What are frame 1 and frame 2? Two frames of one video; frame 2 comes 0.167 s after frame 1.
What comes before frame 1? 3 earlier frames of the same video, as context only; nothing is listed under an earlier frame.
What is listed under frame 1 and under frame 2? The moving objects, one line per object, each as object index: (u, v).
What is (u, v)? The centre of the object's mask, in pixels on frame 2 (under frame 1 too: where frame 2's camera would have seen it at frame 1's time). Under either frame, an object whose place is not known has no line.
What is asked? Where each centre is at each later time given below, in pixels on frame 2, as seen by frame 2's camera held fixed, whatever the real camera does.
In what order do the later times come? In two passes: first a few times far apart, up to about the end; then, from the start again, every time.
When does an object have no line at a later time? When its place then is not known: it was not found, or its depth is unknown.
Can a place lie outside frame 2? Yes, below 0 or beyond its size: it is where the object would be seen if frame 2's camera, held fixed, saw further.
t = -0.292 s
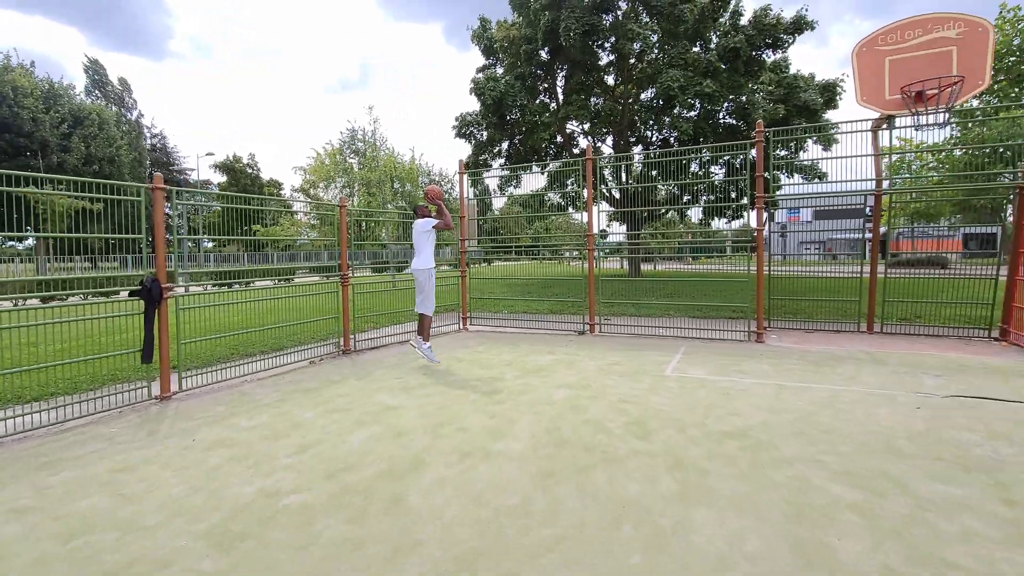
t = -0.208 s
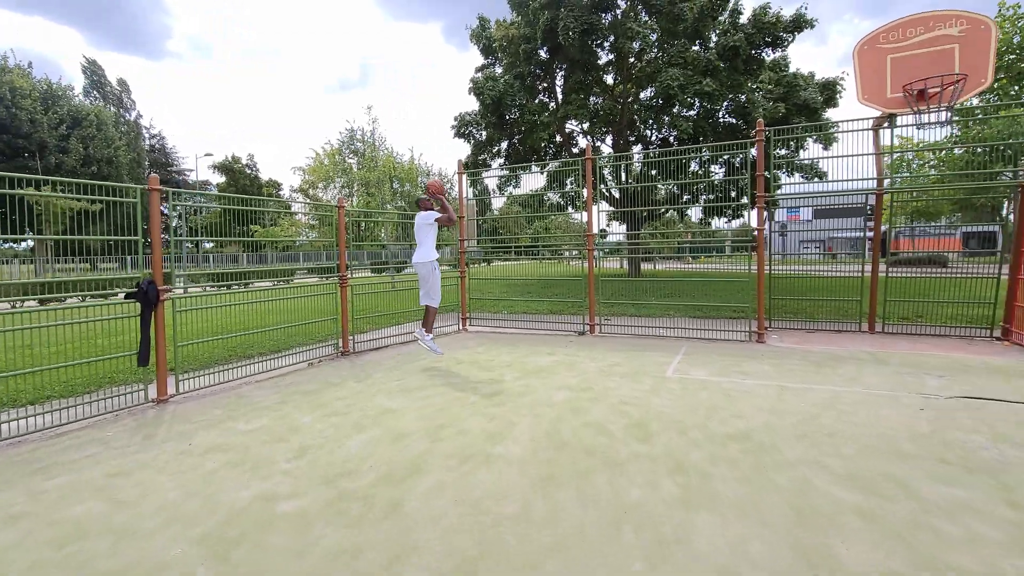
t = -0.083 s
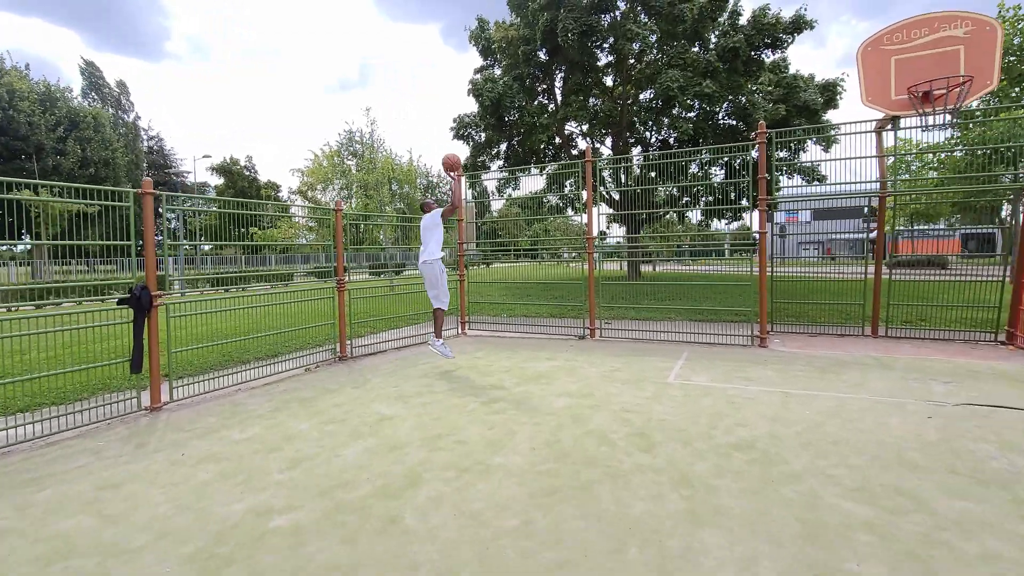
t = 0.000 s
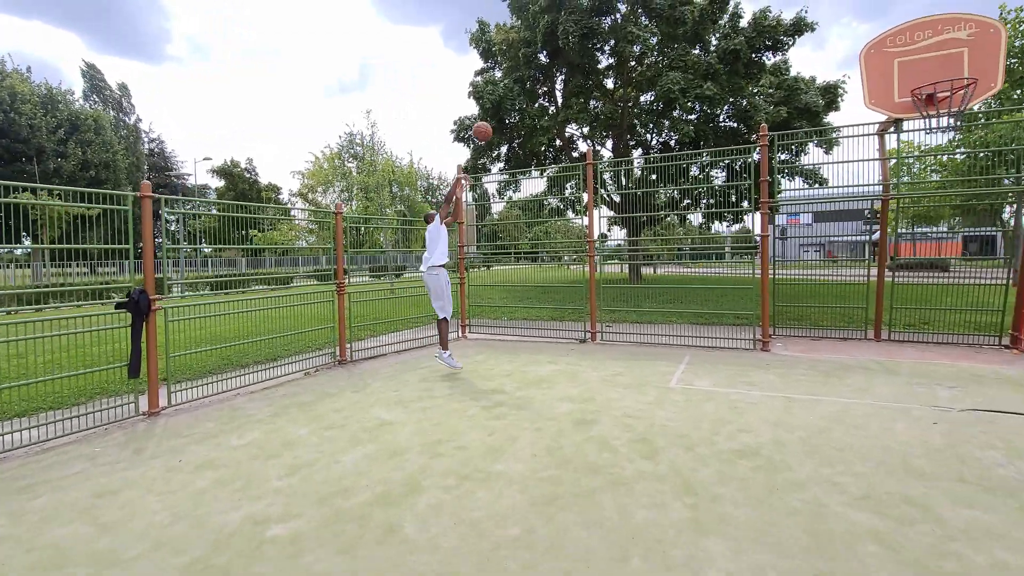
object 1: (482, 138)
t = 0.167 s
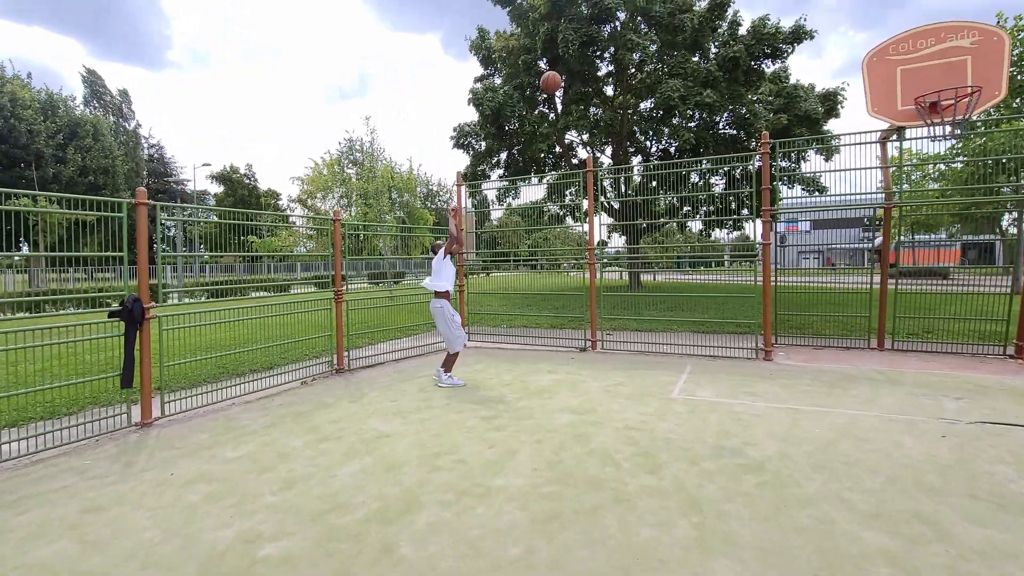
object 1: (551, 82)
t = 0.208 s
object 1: (569, 71)
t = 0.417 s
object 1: (666, 30)
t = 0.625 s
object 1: (776, 22)
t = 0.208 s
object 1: (569, 71)
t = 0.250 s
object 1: (588, 60)
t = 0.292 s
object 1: (607, 50)
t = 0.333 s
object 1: (627, 42)
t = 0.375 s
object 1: (647, 35)
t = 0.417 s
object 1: (666, 30)
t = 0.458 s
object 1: (687, 25)
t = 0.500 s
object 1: (709, 22)
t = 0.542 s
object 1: (731, 21)
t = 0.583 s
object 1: (754, 20)
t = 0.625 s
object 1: (776, 22)
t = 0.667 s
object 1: (800, 25)
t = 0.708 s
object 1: (823, 30)
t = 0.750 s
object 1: (846, 37)
